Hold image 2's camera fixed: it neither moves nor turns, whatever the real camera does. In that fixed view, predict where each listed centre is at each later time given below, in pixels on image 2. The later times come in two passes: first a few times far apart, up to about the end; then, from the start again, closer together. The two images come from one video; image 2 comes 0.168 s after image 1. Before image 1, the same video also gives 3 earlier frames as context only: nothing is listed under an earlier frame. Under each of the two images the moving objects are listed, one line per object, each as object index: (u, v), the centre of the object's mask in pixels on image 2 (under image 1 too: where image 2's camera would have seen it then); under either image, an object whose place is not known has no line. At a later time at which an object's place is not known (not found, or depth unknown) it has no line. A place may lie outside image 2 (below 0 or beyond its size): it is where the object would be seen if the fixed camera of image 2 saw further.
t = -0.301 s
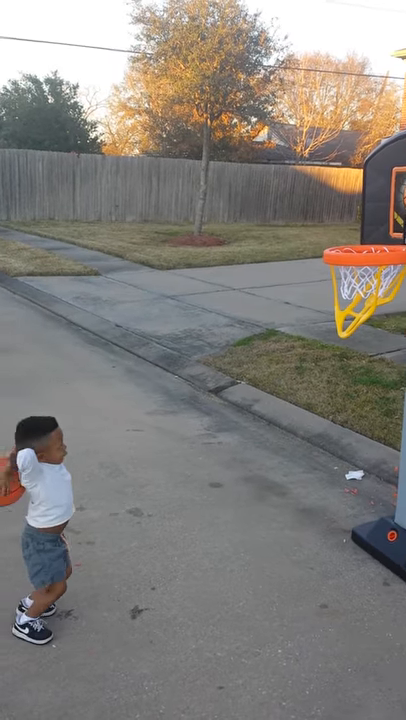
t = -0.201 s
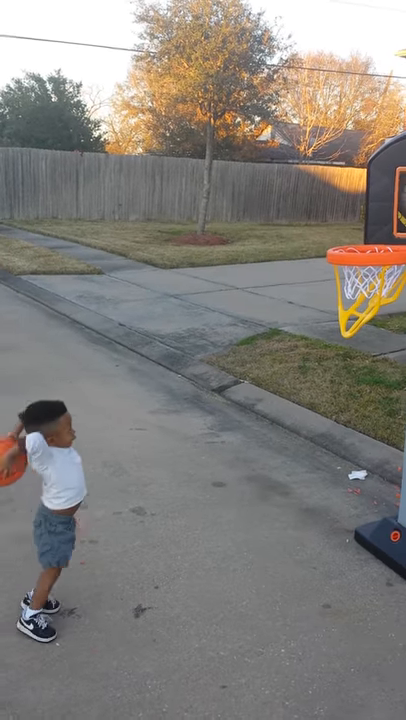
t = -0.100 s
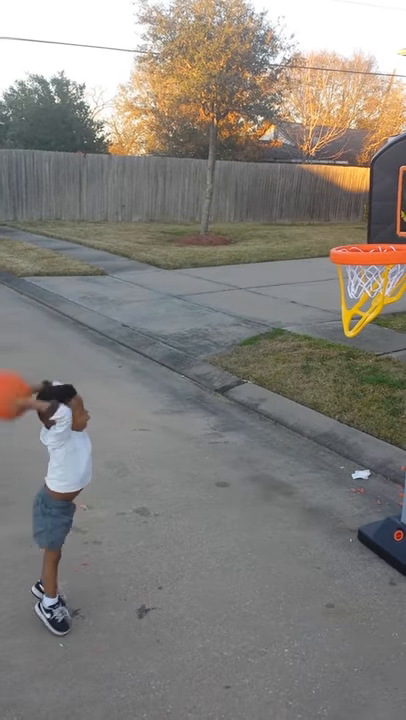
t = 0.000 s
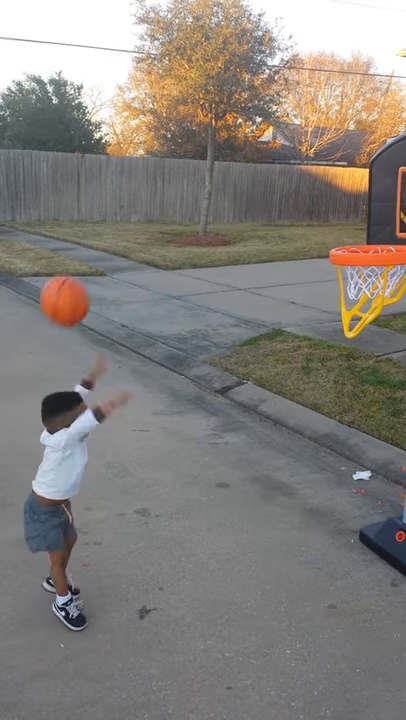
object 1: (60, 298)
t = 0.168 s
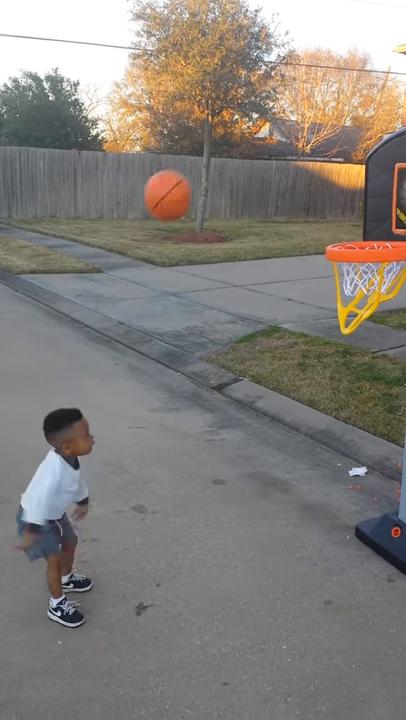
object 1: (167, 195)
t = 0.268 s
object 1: (226, 168)
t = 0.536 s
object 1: (360, 216)
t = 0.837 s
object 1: (396, 229)
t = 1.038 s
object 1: (366, 243)
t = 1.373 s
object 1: (310, 347)
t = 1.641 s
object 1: (256, 558)
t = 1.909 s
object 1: (241, 417)
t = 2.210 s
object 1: (214, 396)
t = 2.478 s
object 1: (184, 554)
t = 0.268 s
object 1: (226, 168)
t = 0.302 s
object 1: (245, 165)
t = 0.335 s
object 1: (264, 165)
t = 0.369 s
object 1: (281, 167)
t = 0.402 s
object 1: (298, 173)
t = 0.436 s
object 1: (315, 180)
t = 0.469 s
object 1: (330, 190)
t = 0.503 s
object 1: (345, 202)
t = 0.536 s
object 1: (360, 216)
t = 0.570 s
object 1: (372, 228)
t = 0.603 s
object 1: (383, 221)
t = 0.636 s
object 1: (393, 217)
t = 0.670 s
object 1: (395, 212)
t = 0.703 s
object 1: (396, 211)
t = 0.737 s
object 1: (396, 212)
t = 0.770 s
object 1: (396, 216)
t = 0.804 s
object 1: (397, 222)
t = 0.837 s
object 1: (396, 229)
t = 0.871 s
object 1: (392, 228)
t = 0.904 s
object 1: (387, 229)
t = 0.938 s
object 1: (381, 233)
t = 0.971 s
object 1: (376, 236)
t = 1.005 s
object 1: (372, 240)
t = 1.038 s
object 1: (366, 243)
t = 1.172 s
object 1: (345, 290)
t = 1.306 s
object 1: (323, 317)
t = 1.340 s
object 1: (316, 330)
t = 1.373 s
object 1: (310, 347)
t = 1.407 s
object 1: (303, 364)
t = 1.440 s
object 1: (297, 386)
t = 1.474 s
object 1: (290, 409)
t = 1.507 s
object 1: (283, 435)
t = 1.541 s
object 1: (276, 463)
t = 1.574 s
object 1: (270, 492)
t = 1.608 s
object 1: (263, 524)
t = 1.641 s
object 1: (256, 558)
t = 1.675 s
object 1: (252, 561)
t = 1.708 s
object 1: (251, 534)
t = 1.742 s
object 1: (250, 509)
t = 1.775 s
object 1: (248, 487)
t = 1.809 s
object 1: (246, 466)
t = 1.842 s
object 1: (245, 448)
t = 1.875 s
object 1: (243, 432)
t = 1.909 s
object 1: (241, 417)
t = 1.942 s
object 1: (238, 404)
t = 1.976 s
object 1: (236, 394)
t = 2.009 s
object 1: (233, 388)
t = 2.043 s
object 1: (230, 383)
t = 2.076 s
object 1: (227, 381)
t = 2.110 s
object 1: (224, 380)
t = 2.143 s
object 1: (220, 383)
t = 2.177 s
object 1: (218, 389)
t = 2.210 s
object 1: (214, 396)
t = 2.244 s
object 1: (210, 407)
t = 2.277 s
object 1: (206, 421)
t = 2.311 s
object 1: (202, 438)
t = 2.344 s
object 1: (199, 455)
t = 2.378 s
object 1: (195, 476)
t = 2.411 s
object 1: (191, 501)
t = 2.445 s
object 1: (187, 526)
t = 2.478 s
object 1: (184, 554)
